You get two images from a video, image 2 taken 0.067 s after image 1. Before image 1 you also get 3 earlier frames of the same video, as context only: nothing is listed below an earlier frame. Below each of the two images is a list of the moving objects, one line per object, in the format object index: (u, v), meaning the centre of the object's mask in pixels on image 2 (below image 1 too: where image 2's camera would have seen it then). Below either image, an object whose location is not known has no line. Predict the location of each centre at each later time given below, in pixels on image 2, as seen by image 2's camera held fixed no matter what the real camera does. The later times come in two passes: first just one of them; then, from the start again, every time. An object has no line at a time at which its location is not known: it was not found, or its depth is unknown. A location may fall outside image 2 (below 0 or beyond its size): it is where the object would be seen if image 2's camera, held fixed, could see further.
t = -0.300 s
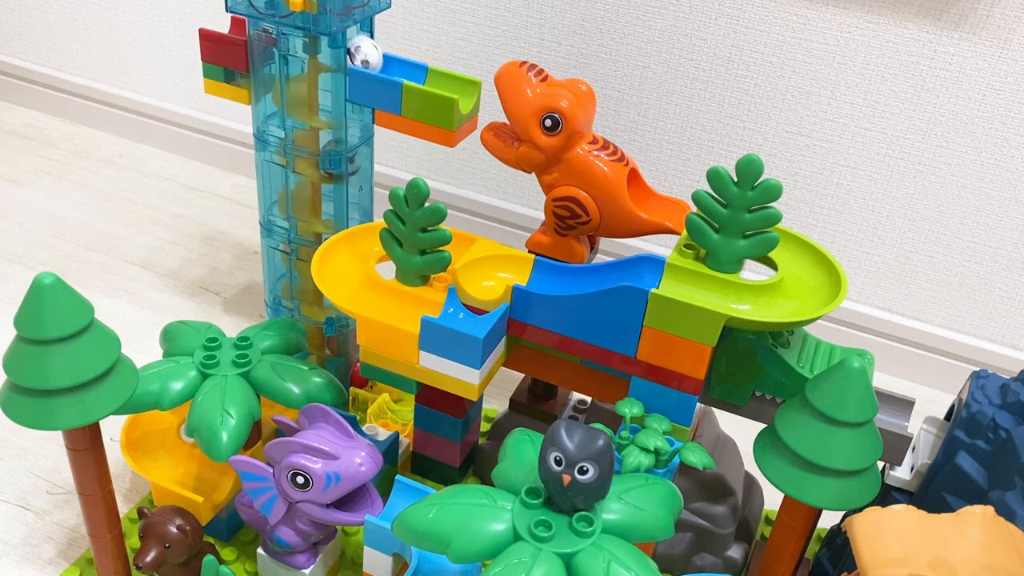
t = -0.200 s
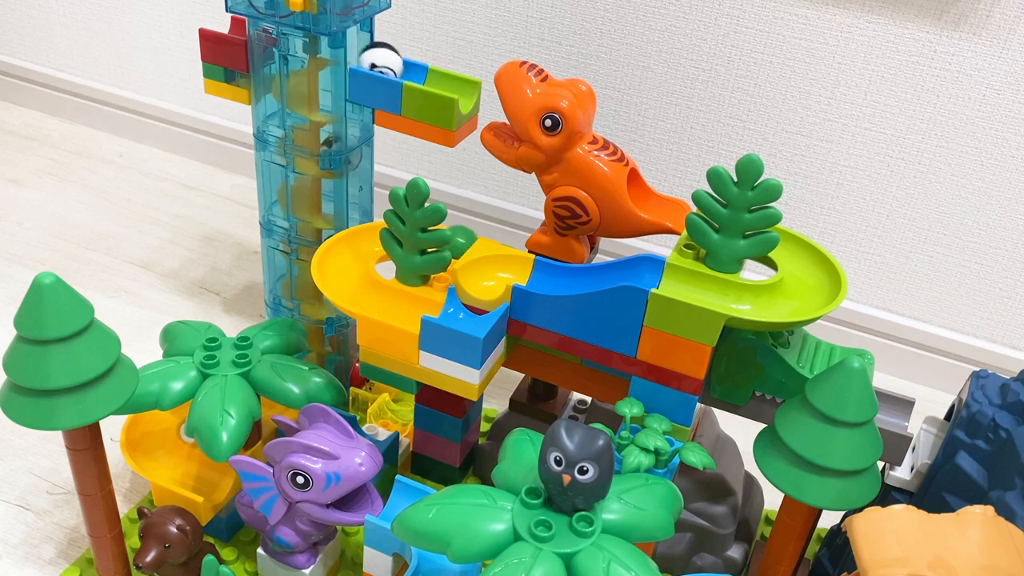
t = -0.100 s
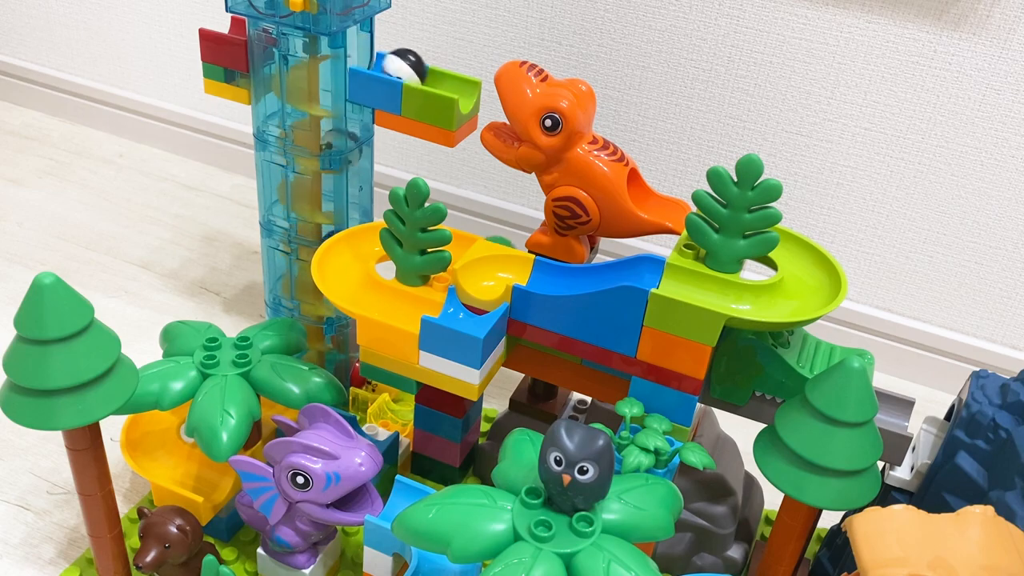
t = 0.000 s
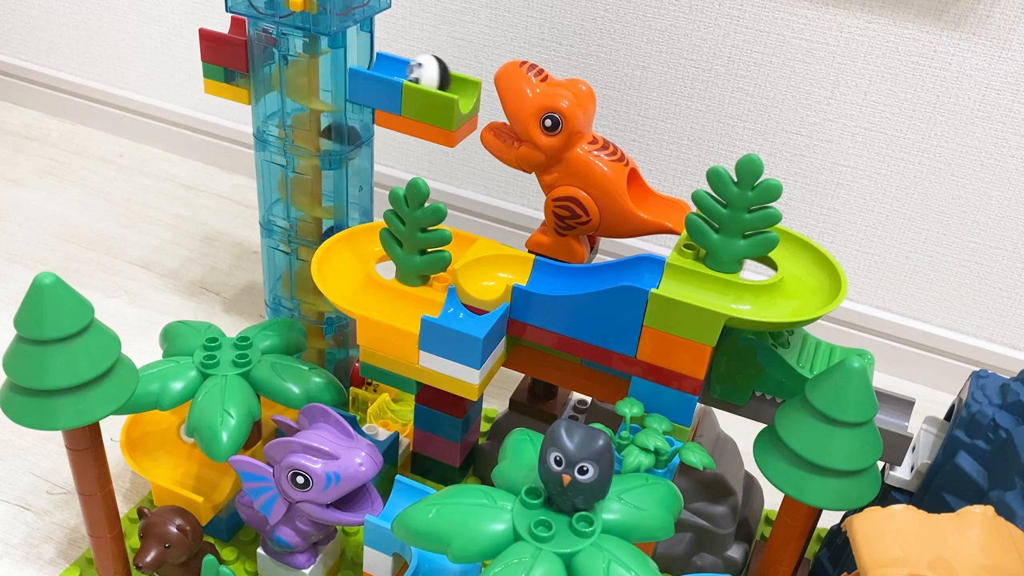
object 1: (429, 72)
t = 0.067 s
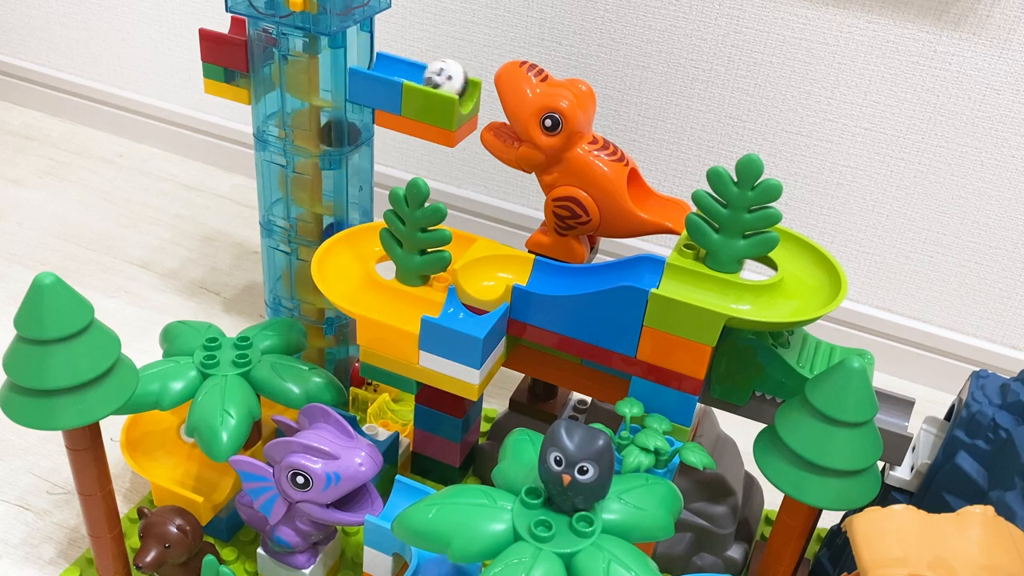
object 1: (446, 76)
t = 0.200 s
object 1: (480, 97)
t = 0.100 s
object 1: (456, 80)
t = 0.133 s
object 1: (464, 84)
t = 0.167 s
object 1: (473, 89)
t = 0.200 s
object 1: (480, 97)
